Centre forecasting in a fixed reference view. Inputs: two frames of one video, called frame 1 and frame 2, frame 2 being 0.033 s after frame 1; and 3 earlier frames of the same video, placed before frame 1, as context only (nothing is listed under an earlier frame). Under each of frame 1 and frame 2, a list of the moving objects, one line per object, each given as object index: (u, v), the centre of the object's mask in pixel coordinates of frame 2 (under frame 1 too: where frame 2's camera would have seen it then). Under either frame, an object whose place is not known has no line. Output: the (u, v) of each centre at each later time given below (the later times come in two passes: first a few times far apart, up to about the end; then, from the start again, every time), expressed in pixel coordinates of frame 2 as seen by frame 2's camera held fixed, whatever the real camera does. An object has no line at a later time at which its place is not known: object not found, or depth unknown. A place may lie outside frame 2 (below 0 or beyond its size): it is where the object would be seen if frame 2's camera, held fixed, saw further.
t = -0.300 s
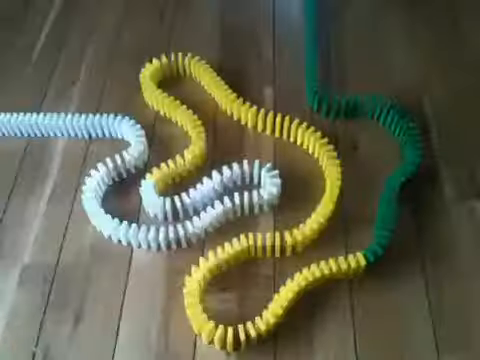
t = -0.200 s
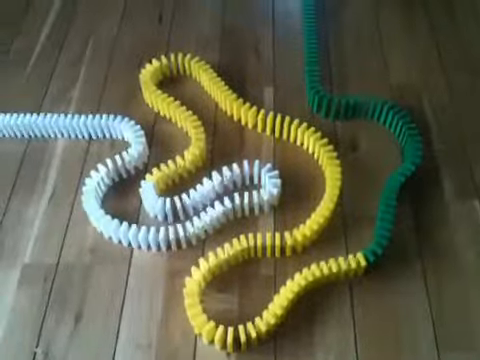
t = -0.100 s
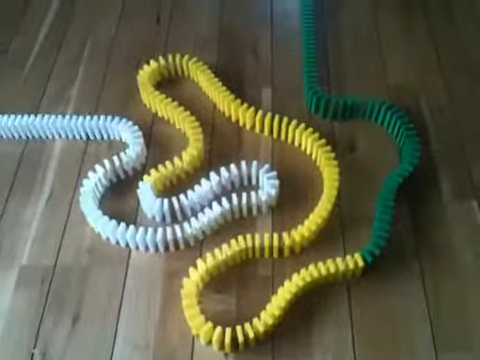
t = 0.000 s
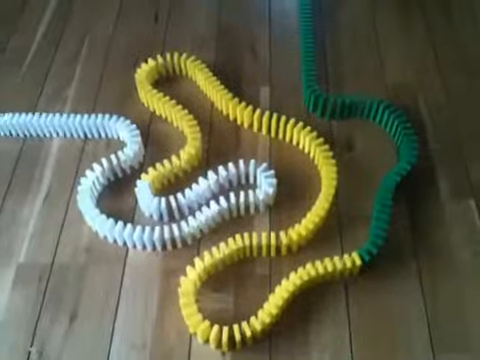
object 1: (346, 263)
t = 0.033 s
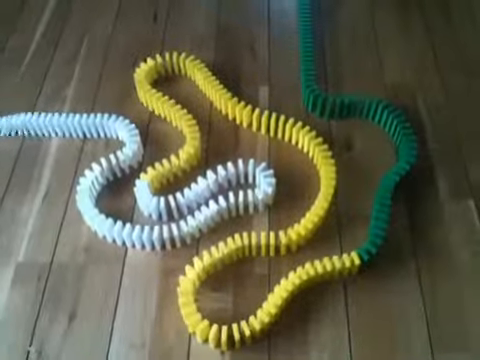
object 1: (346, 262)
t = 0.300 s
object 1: (347, 260)
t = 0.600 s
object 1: (347, 260)
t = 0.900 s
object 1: (348, 260)
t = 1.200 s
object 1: (348, 260)
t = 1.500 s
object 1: (348, 260)
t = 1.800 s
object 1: (348, 261)
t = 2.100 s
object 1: (347, 260)
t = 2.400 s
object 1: (347, 260)
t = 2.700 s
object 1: (347, 260)
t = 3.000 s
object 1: (350, 259)
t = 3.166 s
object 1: (363, 262)
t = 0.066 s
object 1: (347, 262)
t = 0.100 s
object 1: (347, 261)
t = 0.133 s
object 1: (347, 260)
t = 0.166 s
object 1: (347, 260)
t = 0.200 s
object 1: (347, 260)
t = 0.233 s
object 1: (347, 260)
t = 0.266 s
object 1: (347, 260)
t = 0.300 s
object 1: (347, 260)
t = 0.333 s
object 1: (347, 259)
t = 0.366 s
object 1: (347, 259)
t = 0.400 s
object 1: (347, 260)
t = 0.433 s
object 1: (347, 260)
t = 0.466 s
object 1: (347, 260)
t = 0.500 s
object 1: (347, 260)
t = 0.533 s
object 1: (347, 260)
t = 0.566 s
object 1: (347, 260)
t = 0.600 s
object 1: (347, 260)
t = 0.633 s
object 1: (347, 260)
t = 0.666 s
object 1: (347, 260)
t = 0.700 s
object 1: (348, 260)
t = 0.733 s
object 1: (348, 260)
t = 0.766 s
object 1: (347, 260)
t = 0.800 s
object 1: (348, 260)
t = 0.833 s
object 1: (348, 260)
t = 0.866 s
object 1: (348, 260)
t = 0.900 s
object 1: (348, 260)
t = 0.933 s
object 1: (348, 260)
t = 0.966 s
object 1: (348, 260)
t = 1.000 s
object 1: (348, 260)
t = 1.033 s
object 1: (348, 260)
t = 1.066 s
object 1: (348, 260)
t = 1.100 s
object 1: (348, 260)
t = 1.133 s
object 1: (348, 260)
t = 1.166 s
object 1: (348, 260)
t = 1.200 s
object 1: (348, 260)
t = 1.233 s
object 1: (348, 260)
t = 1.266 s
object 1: (348, 260)
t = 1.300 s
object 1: (348, 260)
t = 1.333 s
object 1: (348, 260)
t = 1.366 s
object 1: (348, 260)
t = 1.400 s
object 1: (348, 260)
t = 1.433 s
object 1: (348, 260)
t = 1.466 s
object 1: (348, 260)
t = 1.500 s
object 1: (348, 260)
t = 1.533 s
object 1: (348, 260)
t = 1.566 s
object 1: (348, 260)
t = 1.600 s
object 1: (348, 260)
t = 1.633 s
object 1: (347, 260)
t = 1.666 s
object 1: (348, 260)
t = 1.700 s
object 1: (347, 260)
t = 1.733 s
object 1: (348, 260)
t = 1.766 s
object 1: (347, 260)
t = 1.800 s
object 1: (348, 261)
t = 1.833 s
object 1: (348, 261)
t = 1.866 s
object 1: (348, 260)
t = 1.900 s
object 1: (347, 260)
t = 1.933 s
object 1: (347, 260)
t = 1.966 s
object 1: (347, 260)
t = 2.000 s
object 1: (347, 260)
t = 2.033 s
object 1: (347, 260)
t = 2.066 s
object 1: (347, 260)
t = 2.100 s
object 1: (347, 260)
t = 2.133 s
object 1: (348, 261)
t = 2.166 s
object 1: (347, 260)
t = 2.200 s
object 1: (347, 260)
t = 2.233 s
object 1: (347, 260)
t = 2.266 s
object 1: (347, 261)
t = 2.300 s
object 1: (347, 260)
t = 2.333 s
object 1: (347, 260)
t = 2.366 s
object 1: (347, 260)
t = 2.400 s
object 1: (347, 260)
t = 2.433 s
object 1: (347, 260)
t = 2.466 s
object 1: (347, 260)
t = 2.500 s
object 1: (347, 260)
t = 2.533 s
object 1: (347, 260)
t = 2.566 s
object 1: (347, 261)
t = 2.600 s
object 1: (347, 261)
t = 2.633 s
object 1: (347, 260)
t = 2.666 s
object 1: (347, 261)
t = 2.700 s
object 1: (347, 260)
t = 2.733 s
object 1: (347, 260)
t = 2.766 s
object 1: (347, 260)
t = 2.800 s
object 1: (347, 260)
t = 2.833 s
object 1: (347, 261)
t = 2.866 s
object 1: (347, 261)
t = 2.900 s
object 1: (347, 261)
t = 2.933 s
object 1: (347, 260)
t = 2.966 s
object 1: (347, 260)
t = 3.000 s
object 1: (350, 259)
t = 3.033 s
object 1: (360, 258)
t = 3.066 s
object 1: (362, 260)
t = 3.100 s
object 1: (363, 260)
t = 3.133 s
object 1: (363, 261)
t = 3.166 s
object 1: (363, 262)
